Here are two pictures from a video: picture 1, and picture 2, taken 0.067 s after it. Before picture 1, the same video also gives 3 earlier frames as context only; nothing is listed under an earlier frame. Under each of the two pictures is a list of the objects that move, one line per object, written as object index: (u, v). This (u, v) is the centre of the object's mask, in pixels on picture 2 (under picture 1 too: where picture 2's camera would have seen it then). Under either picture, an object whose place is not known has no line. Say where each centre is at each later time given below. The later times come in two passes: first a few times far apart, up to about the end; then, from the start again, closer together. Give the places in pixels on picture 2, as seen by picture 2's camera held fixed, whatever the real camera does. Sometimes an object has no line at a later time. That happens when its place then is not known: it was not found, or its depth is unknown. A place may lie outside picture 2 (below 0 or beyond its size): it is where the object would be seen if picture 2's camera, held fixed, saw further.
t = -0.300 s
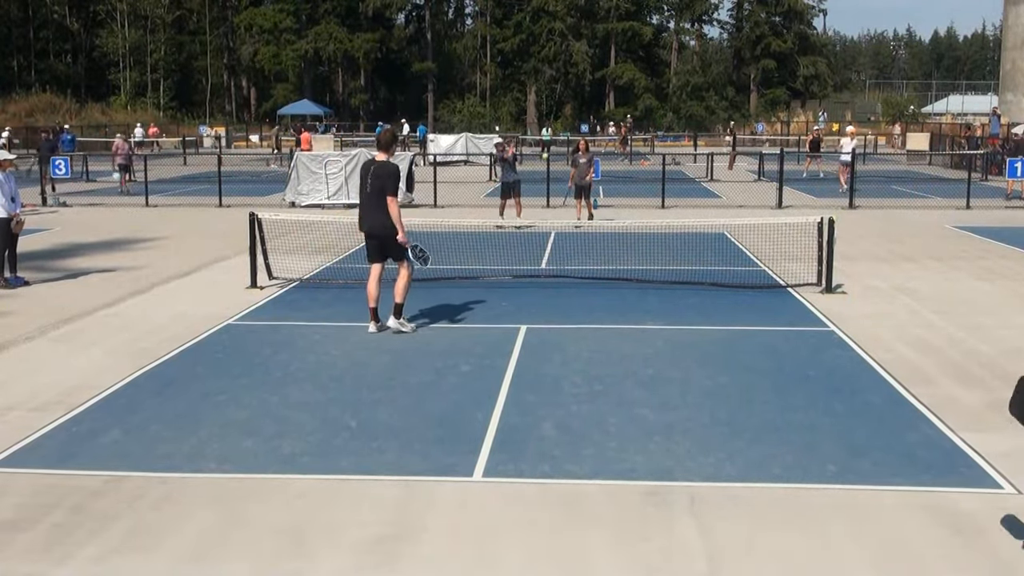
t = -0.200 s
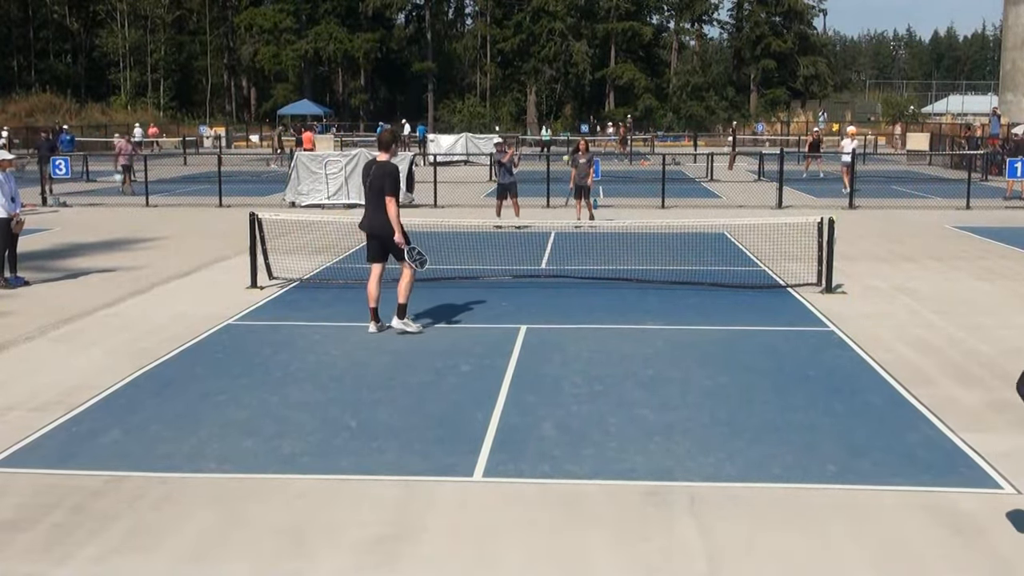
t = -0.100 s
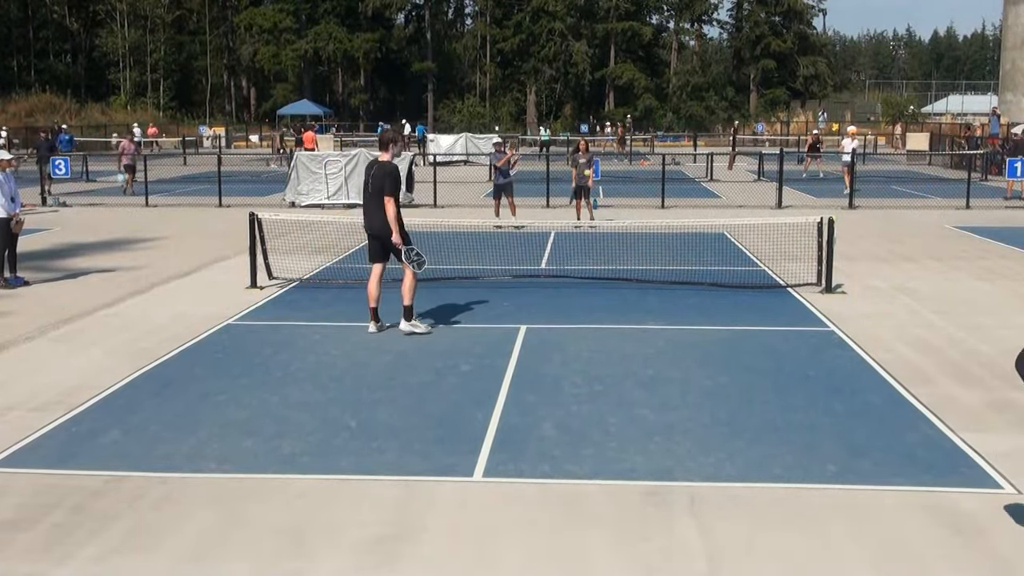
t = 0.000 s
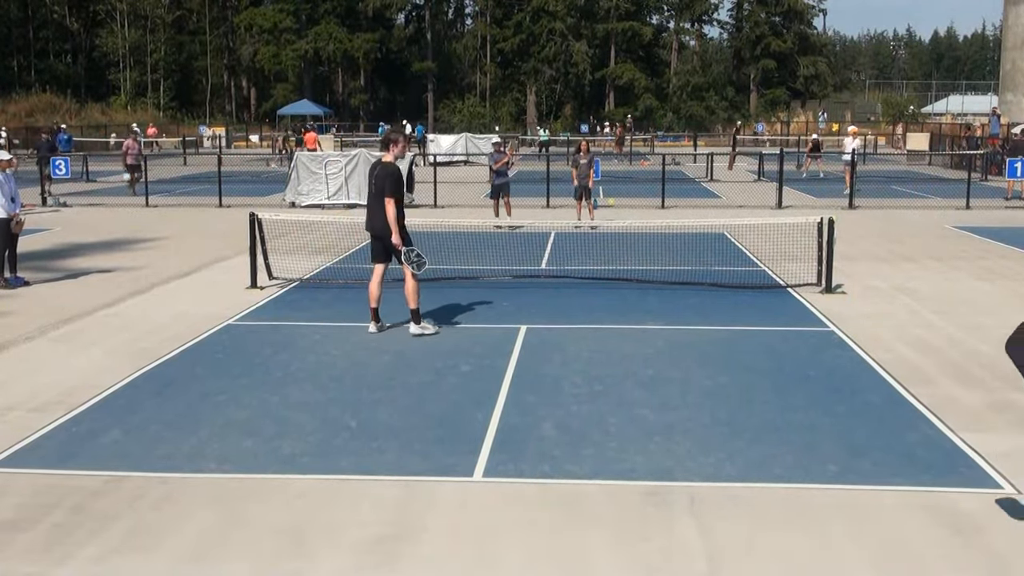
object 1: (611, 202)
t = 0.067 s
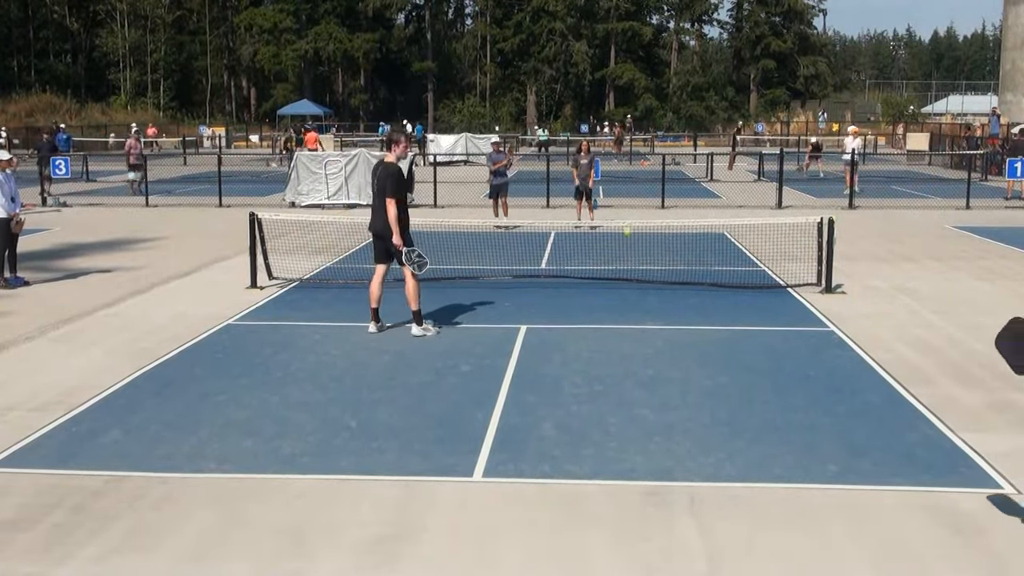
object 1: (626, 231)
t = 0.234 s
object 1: (671, 346)
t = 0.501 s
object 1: (750, 344)
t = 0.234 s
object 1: (671, 346)
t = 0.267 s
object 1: (681, 373)
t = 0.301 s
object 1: (689, 365)
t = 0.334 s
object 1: (698, 357)
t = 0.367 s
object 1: (708, 351)
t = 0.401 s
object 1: (718, 347)
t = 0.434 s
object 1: (728, 344)
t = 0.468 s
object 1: (739, 343)
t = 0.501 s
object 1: (750, 344)
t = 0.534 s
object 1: (762, 347)
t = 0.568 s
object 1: (774, 352)
